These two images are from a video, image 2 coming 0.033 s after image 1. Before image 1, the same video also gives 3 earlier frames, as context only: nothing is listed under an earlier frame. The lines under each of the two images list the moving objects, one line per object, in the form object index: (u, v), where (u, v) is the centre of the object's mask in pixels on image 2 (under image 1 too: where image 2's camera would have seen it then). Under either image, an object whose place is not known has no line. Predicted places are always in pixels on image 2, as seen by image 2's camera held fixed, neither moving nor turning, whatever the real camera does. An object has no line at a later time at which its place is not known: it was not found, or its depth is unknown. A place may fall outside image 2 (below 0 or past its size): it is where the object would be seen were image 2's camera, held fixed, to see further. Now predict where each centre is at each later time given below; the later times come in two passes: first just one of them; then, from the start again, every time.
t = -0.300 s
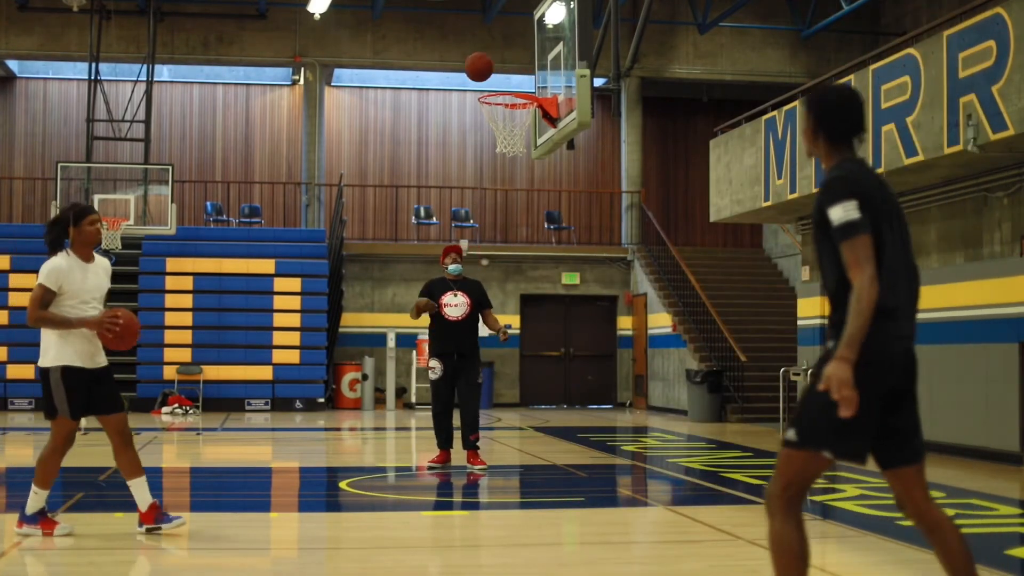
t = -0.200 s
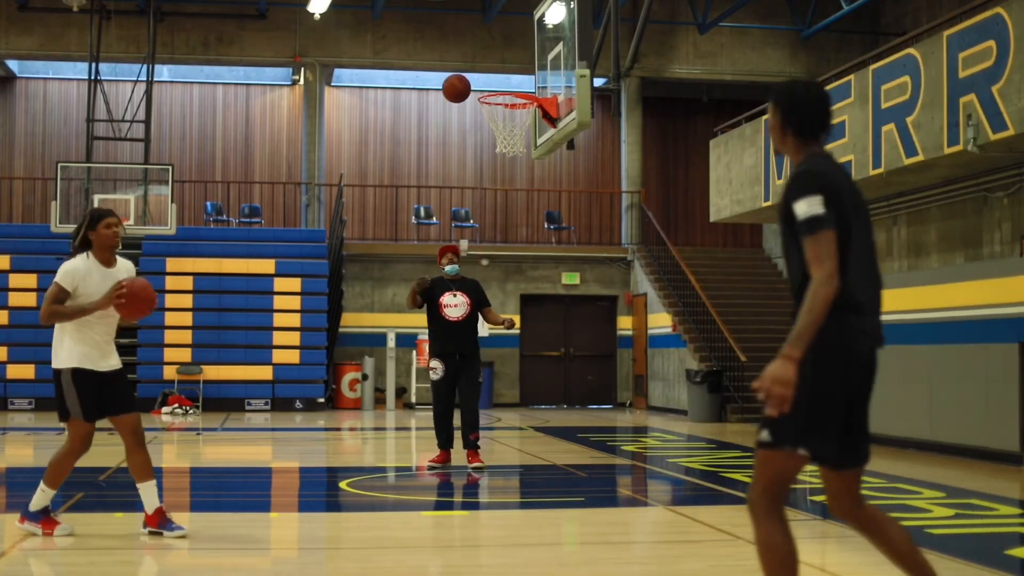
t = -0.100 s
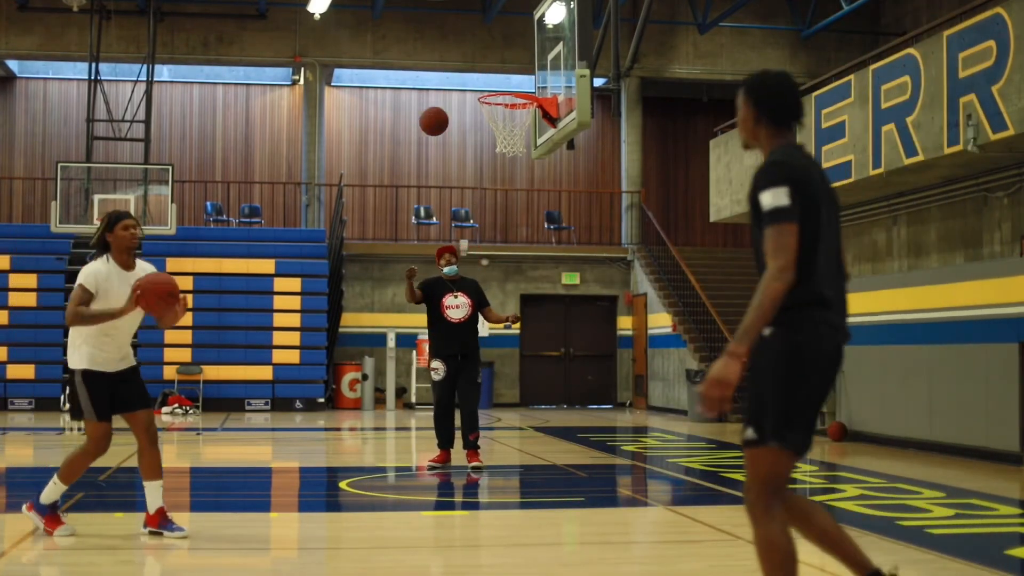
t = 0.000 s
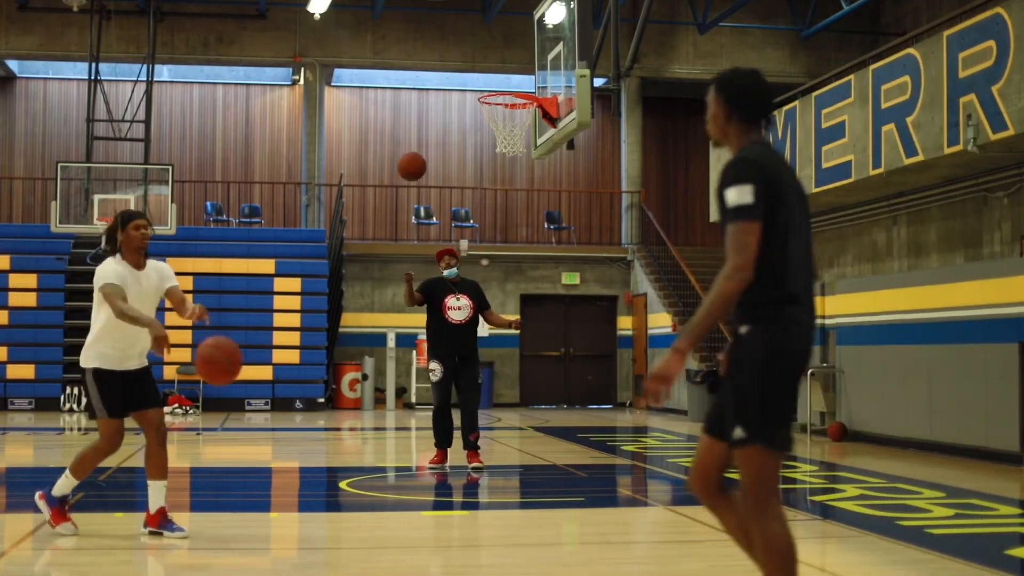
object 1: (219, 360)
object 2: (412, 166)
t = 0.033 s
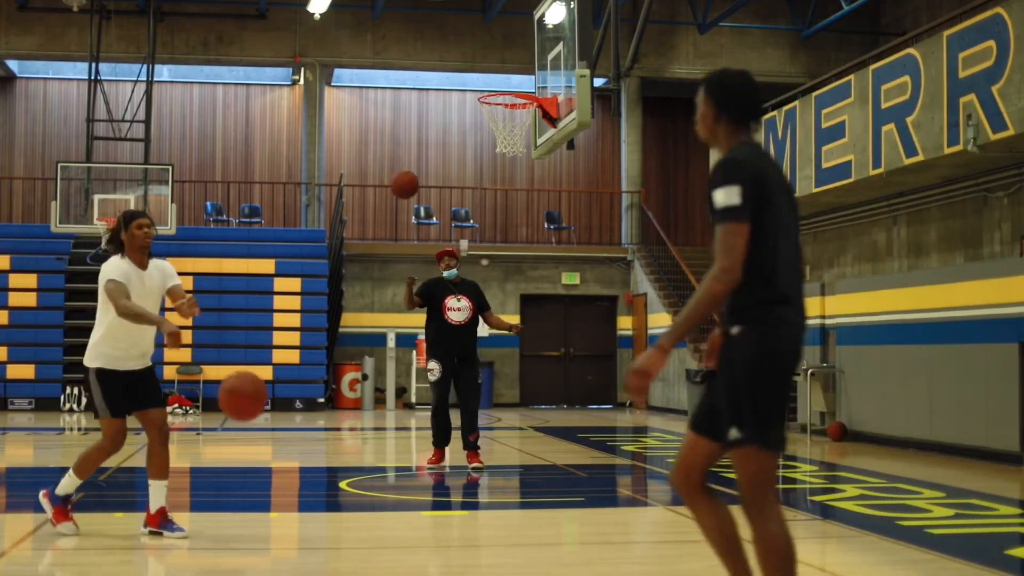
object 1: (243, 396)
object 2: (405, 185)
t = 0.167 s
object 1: (353, 560)
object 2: (374, 269)
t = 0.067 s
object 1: (268, 436)
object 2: (397, 203)
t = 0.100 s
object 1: (297, 480)
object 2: (389, 224)
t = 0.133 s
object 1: (326, 530)
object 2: (382, 245)
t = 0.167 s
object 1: (353, 560)
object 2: (374, 269)
